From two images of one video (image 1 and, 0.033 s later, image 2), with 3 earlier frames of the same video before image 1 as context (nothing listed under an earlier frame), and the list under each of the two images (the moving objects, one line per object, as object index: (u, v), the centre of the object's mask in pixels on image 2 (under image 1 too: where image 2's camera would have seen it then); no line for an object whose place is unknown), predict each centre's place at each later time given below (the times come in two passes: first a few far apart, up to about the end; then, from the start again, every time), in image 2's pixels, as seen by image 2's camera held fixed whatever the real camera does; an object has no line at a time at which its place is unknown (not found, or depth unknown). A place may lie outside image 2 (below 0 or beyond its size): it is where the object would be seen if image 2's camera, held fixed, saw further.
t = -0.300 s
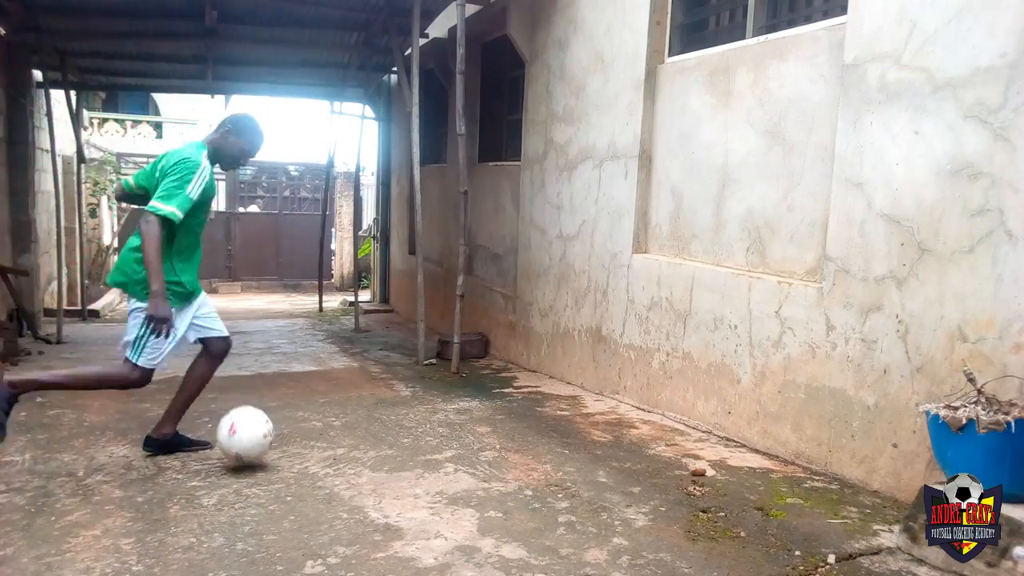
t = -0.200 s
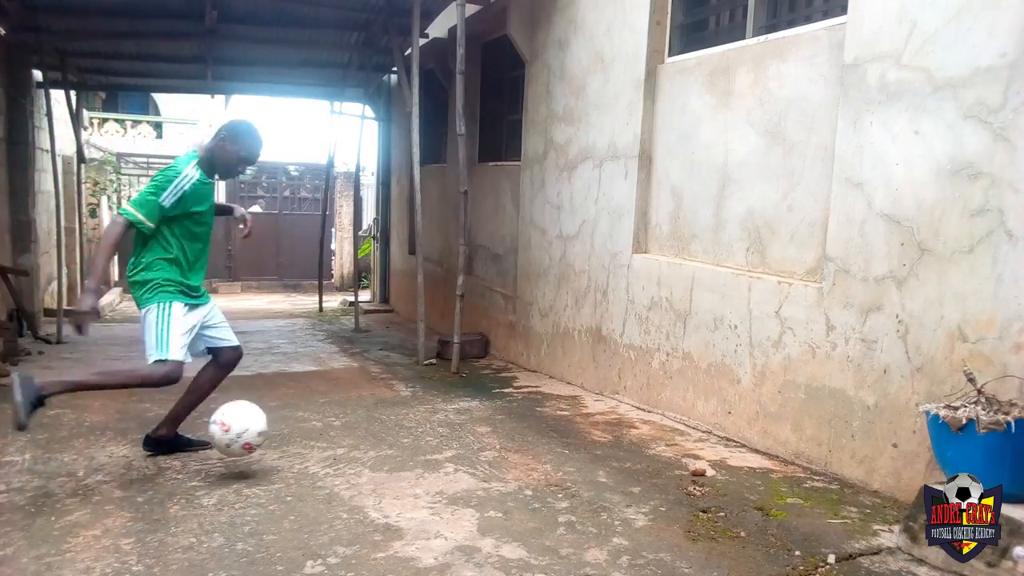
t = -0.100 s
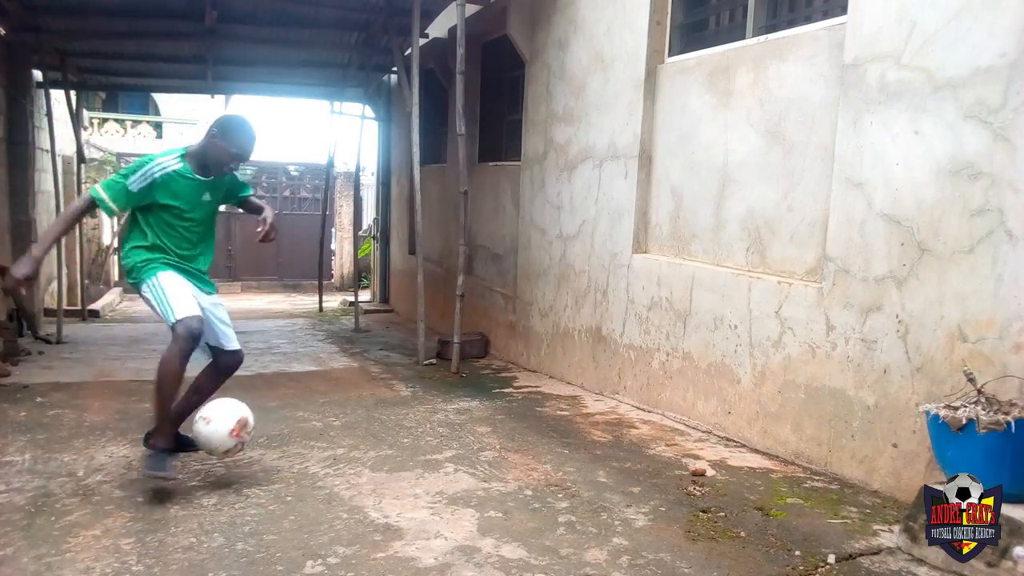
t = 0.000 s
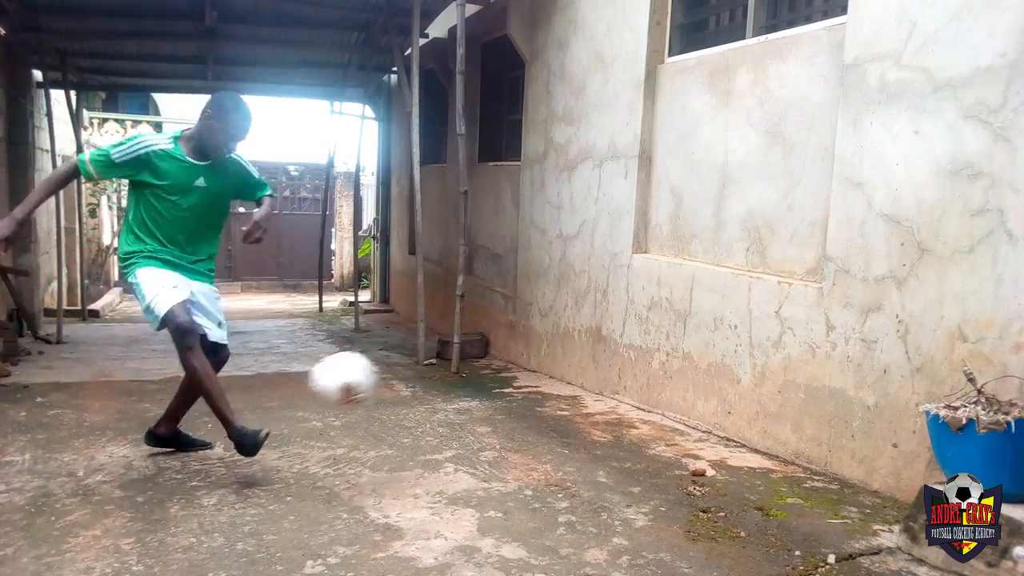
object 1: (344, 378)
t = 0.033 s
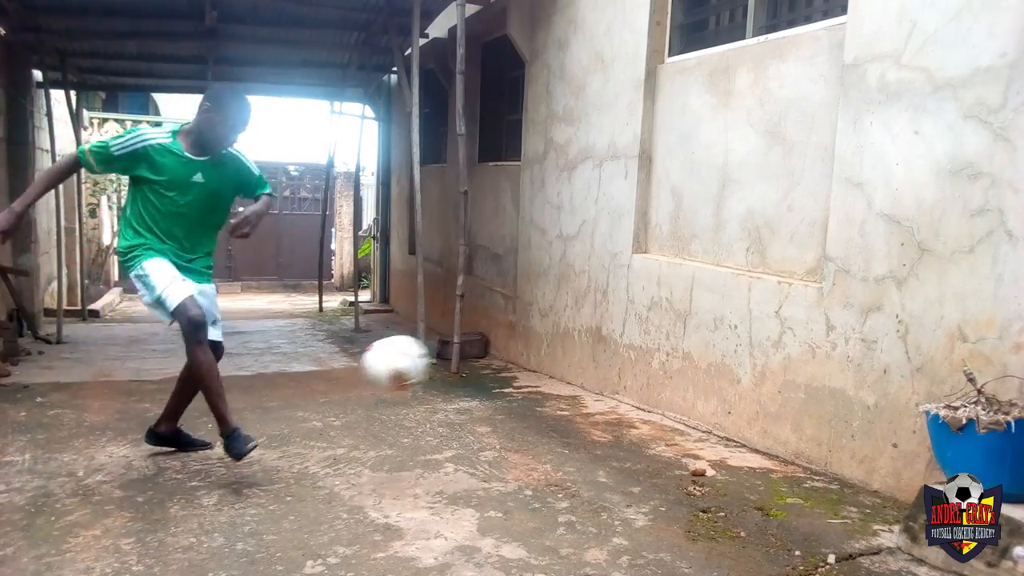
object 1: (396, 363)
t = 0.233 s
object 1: (719, 327)
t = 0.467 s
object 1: (727, 431)
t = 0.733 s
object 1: (483, 463)
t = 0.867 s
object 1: (334, 501)
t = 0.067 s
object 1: (449, 352)
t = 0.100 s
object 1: (501, 340)
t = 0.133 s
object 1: (555, 332)
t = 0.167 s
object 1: (608, 328)
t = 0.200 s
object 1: (663, 326)
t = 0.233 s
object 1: (719, 327)
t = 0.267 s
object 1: (773, 331)
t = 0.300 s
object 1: (827, 338)
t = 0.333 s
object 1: (834, 349)
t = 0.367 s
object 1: (811, 362)
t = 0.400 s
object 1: (784, 380)
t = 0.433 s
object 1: (757, 403)
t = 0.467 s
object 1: (727, 431)
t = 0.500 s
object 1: (693, 466)
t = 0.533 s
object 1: (658, 510)
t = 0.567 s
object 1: (629, 520)
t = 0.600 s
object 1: (604, 501)
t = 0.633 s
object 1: (577, 487)
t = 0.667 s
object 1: (549, 475)
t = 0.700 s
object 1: (517, 467)
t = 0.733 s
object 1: (483, 463)
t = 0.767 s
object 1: (449, 466)
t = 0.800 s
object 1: (413, 473)
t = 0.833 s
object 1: (374, 485)
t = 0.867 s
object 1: (334, 501)
